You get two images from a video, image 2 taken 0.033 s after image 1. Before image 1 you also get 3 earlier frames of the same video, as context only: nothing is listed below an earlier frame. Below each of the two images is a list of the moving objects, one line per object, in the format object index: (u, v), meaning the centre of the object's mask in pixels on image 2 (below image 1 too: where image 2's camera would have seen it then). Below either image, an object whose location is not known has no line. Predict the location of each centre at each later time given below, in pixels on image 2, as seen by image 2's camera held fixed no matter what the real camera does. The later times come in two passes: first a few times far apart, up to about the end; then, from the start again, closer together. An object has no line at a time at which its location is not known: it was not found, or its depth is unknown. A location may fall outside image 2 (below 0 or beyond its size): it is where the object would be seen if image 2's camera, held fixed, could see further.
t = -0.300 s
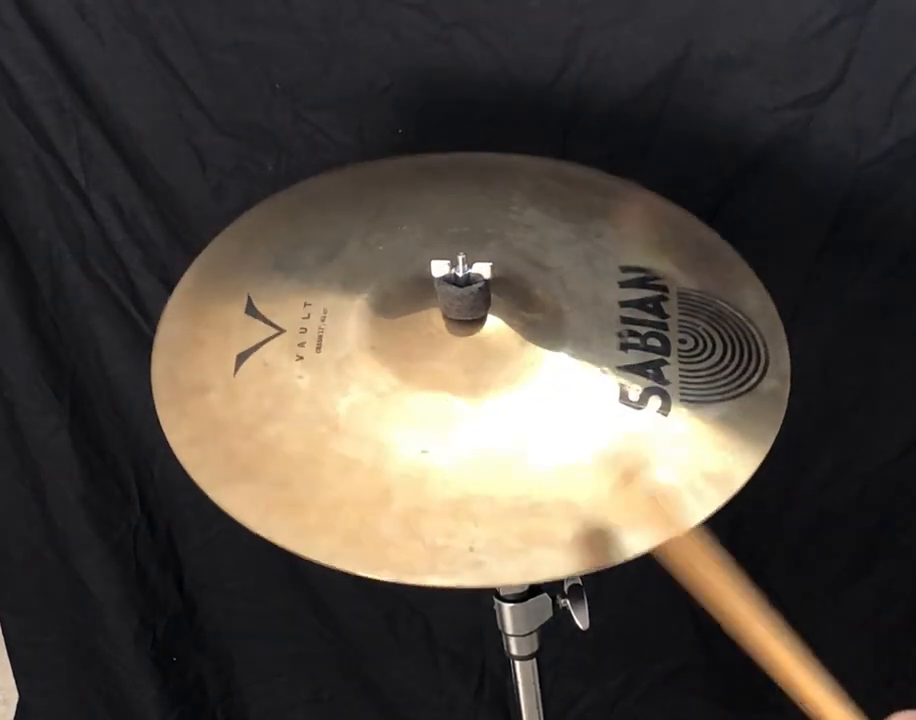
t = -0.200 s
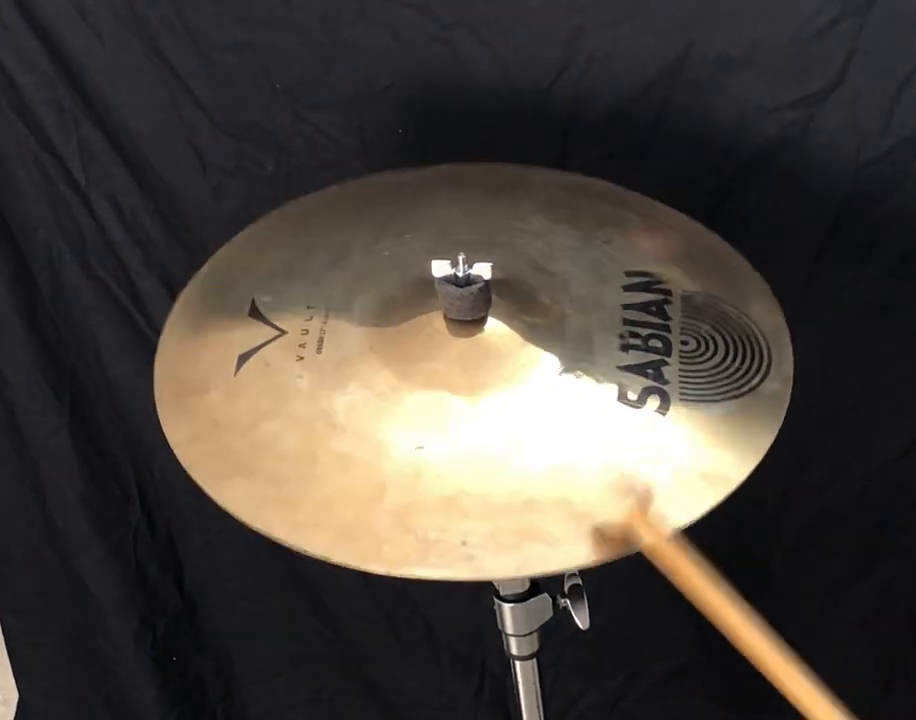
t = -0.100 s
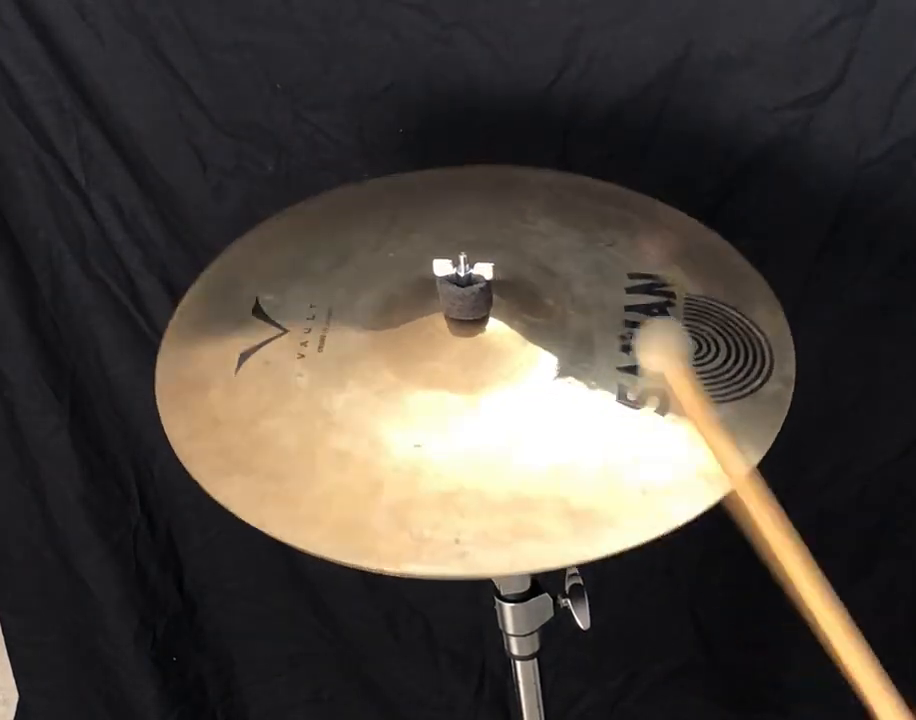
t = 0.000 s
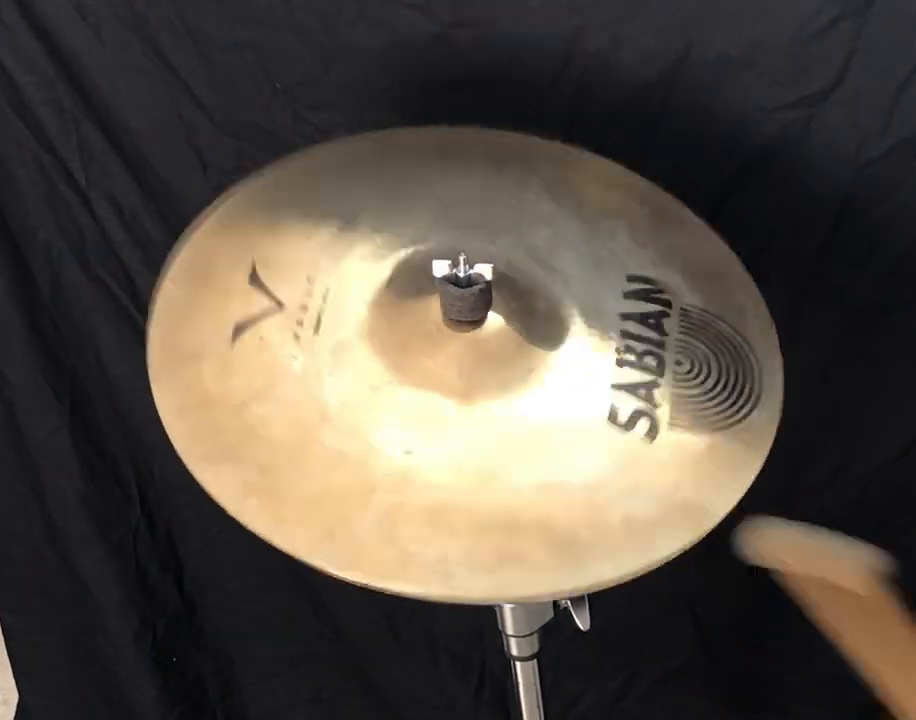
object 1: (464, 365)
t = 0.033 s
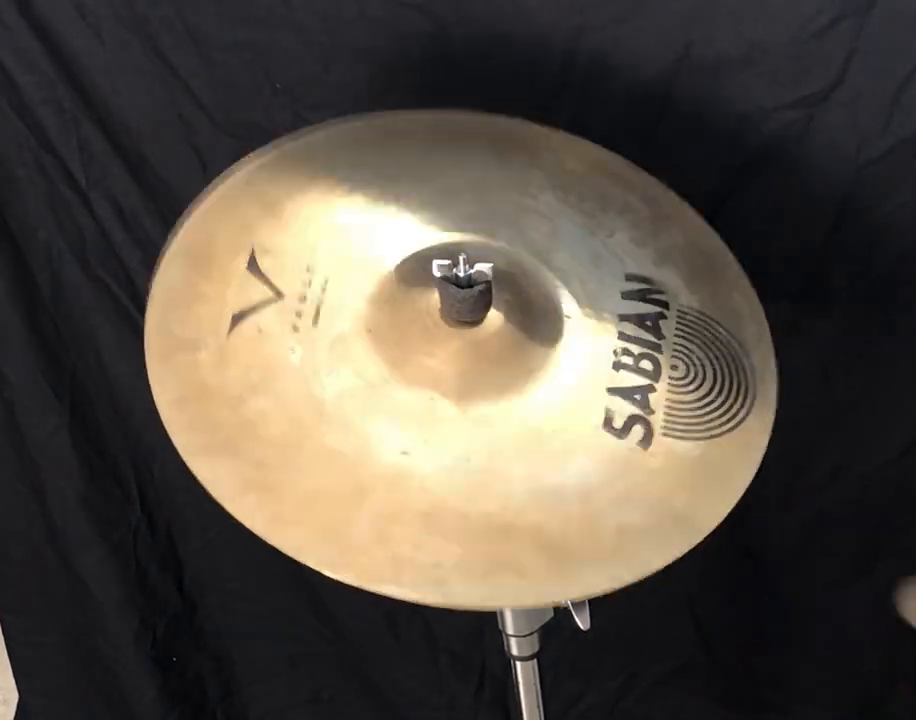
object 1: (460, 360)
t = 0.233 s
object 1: (466, 370)
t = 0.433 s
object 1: (487, 370)
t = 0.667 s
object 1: (475, 376)
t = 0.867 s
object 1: (465, 368)
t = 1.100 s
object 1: (482, 375)
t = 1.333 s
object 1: (477, 375)
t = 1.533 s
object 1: (472, 369)
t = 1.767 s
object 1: (480, 374)
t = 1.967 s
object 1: (479, 374)
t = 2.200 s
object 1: (473, 371)
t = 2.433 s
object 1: (479, 374)
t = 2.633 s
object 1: (476, 374)
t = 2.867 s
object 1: (476, 375)
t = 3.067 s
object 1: (476, 375)
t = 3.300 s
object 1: (476, 374)
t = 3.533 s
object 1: (477, 375)
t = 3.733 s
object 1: (478, 373)
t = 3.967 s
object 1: (478, 374)
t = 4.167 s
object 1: (477, 373)
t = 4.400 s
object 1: (478, 373)
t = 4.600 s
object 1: (478, 373)
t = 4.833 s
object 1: (478, 373)
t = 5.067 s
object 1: (478, 373)
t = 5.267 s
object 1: (478, 373)
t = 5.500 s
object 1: (478, 373)
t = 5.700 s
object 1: (478, 373)
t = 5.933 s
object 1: (478, 373)
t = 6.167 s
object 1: (478, 373)
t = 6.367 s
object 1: (478, 373)
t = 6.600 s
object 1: (478, 373)
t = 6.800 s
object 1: (477, 374)
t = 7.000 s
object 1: (477, 373)
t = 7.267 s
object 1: (478, 373)
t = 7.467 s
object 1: (478, 373)
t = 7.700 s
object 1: (477, 373)
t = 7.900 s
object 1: (478, 373)
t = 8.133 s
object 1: (478, 373)
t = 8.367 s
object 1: (478, 373)
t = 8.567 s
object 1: (478, 373)
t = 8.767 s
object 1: (478, 373)
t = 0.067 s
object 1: (456, 357)
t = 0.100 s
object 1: (455, 356)
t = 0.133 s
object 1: (455, 357)
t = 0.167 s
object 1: (458, 360)
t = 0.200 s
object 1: (461, 365)
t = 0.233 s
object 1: (466, 370)
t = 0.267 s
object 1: (471, 375)
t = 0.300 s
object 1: (476, 377)
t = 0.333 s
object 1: (480, 377)
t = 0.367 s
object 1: (482, 375)
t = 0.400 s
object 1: (485, 372)
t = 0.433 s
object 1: (487, 370)
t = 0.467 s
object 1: (487, 368)
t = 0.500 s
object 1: (485, 368)
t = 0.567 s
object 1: (482, 374)
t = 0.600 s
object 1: (481, 376)
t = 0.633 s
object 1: (478, 377)
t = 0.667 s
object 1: (475, 376)
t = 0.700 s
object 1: (471, 374)
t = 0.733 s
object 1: (469, 371)
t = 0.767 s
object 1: (467, 369)
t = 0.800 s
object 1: (465, 367)
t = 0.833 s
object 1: (464, 366)
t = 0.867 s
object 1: (465, 368)
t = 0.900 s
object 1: (467, 370)
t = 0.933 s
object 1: (469, 373)
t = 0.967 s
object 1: (473, 375)
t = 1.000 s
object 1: (476, 377)
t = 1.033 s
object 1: (478, 377)
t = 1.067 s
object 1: (480, 375)
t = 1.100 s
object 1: (482, 375)
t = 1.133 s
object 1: (483, 374)
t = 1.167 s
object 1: (482, 373)
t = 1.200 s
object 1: (482, 373)
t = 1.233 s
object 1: (481, 373)
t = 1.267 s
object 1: (480, 374)
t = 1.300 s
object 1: (478, 375)
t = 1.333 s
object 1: (477, 375)
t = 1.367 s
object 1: (475, 374)
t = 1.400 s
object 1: (474, 373)
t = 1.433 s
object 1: (473, 371)
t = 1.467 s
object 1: (472, 370)
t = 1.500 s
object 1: (472, 369)
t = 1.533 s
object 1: (472, 369)
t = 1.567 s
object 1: (472, 369)
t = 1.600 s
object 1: (473, 371)
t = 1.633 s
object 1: (473, 374)
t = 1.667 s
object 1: (475, 374)
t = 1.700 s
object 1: (477, 375)
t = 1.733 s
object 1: (479, 375)
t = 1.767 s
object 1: (480, 374)
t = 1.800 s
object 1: (481, 373)
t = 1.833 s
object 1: (481, 373)
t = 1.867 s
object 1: (481, 373)
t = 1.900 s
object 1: (480, 373)
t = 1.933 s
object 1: (480, 374)
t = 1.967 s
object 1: (479, 374)
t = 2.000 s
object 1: (478, 374)
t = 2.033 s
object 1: (476, 373)
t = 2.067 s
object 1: (475, 372)
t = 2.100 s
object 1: (474, 371)
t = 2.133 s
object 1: (473, 370)
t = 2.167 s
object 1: (473, 370)
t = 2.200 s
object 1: (473, 371)
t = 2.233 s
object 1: (474, 373)
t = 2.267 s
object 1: (475, 373)
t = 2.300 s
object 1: (476, 374)
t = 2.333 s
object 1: (477, 374)
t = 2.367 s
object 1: (478, 374)
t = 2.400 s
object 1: (479, 374)
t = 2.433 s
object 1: (479, 374)
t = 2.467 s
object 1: (479, 374)
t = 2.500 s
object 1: (479, 374)
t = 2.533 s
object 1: (478, 374)
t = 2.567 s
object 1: (478, 374)
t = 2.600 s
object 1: (477, 374)
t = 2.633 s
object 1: (476, 374)
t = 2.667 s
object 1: (475, 373)
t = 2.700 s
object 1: (475, 373)
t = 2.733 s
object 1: (474, 373)
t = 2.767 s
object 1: (475, 374)
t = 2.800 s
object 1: (475, 374)
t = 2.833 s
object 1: (476, 375)
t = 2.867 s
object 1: (476, 375)
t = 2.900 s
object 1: (477, 375)
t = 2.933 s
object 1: (477, 375)
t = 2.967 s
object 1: (477, 375)
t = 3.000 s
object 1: (477, 375)
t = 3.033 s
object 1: (476, 375)
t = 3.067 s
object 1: (476, 375)
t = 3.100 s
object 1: (476, 375)
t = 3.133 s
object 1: (476, 374)
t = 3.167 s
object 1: (476, 374)
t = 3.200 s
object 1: (476, 374)
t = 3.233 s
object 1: (475, 374)
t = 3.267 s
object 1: (476, 374)
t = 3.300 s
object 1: (476, 374)
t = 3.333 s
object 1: (477, 374)
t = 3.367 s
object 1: (477, 374)
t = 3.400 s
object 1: (477, 375)
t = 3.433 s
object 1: (477, 375)
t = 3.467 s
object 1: (477, 375)
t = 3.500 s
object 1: (477, 375)
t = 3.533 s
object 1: (477, 375)
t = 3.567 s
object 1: (477, 374)
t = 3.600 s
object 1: (477, 374)
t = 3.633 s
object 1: (478, 374)
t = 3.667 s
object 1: (478, 373)
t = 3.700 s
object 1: (478, 373)
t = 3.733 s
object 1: (478, 373)
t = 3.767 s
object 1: (477, 373)
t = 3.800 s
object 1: (477, 373)
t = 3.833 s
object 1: (478, 374)
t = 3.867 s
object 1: (478, 374)
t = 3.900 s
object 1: (478, 374)
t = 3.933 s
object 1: (478, 374)
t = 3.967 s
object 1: (478, 374)
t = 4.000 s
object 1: (478, 373)
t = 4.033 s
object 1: (478, 373)
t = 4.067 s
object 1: (478, 373)
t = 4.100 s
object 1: (478, 373)
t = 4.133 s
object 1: (478, 373)
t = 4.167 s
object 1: (477, 373)
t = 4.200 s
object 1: (478, 373)
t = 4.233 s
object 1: (478, 373)
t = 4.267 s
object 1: (478, 373)
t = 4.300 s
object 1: (478, 373)
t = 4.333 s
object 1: (478, 373)
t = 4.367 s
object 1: (478, 373)
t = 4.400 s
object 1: (478, 373)
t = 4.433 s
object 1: (478, 373)
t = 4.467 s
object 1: (478, 373)
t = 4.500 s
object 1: (478, 373)
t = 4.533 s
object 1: (478, 373)
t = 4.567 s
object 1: (478, 373)
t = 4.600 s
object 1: (478, 373)
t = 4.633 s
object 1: (478, 373)
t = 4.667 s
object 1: (478, 373)
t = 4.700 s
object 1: (478, 373)
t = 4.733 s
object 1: (478, 373)
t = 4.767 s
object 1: (478, 373)
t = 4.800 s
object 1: (478, 373)
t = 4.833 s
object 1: (478, 373)
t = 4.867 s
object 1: (478, 373)
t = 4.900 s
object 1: (478, 373)
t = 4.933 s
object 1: (478, 373)
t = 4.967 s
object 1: (478, 373)
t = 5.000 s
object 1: (478, 373)
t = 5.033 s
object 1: (478, 373)
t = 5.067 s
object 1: (478, 373)
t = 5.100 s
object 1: (478, 373)
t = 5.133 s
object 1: (478, 373)
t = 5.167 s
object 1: (478, 373)
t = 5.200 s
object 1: (478, 373)
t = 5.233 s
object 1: (478, 373)
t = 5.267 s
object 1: (478, 373)
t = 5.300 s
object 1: (478, 373)
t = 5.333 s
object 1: (478, 373)
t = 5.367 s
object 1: (478, 373)
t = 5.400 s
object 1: (478, 373)
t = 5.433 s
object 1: (478, 373)
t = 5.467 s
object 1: (478, 373)
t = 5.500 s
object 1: (478, 373)
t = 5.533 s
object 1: (478, 373)
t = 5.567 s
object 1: (478, 373)
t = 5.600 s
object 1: (478, 373)
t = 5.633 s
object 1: (478, 373)
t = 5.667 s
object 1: (478, 373)
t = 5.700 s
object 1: (478, 373)
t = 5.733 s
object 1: (478, 373)
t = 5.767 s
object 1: (478, 373)
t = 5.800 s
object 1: (478, 373)
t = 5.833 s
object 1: (478, 373)
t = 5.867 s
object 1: (478, 373)
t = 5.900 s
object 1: (478, 373)
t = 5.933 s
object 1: (478, 373)
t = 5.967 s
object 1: (478, 373)
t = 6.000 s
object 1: (478, 373)
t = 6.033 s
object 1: (478, 373)
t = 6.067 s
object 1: (478, 373)
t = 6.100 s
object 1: (477, 373)
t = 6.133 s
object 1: (477, 373)
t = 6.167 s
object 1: (478, 373)
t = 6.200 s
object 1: (478, 373)
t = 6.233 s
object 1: (478, 373)
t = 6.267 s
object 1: (478, 373)
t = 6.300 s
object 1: (478, 373)
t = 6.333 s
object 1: (478, 373)
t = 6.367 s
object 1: (478, 373)
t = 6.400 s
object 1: (478, 373)
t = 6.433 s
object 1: (478, 373)
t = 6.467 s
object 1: (478, 373)
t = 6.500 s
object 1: (478, 373)
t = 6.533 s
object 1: (477, 373)
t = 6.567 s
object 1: (478, 373)
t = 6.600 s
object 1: (478, 373)
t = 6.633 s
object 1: (478, 373)
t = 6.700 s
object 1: (478, 373)
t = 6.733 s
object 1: (478, 373)
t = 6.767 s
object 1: (477, 374)
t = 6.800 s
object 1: (477, 374)
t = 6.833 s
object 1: (477, 373)
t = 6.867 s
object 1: (478, 373)
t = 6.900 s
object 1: (478, 373)
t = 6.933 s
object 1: (478, 373)
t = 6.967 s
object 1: (478, 373)
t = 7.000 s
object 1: (477, 373)
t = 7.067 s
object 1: (477, 374)
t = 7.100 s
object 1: (477, 374)
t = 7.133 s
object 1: (477, 373)
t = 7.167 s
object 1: (477, 373)
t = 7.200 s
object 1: (477, 373)
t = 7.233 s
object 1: (477, 373)
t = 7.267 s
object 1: (478, 373)
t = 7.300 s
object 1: (477, 373)
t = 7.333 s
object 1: (477, 373)
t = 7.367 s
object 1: (478, 373)
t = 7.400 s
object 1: (478, 373)
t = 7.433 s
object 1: (478, 373)
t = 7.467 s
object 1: (478, 373)
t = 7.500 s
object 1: (478, 373)
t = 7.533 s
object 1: (478, 373)
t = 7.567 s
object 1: (477, 373)
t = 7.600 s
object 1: (478, 373)
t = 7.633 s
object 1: (477, 373)
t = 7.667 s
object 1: (477, 373)
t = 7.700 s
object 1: (477, 373)
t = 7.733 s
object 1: (477, 373)
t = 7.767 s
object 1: (477, 373)
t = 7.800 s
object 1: (477, 373)
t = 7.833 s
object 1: (477, 373)
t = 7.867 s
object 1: (478, 373)
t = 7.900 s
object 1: (478, 373)
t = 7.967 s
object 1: (478, 373)
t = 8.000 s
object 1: (478, 373)
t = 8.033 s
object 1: (478, 373)
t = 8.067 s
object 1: (478, 373)
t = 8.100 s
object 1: (477, 373)
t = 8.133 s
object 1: (478, 373)
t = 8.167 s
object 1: (477, 373)
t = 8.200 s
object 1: (477, 373)
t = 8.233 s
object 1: (477, 373)
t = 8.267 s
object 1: (477, 373)
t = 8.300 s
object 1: (477, 373)
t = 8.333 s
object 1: (477, 373)
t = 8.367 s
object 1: (478, 373)
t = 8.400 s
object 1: (478, 373)
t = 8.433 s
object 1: (478, 373)
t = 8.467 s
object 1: (478, 373)
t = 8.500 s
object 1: (478, 373)
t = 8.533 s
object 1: (478, 373)
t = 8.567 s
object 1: (478, 373)
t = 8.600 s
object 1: (478, 373)
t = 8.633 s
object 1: (478, 373)
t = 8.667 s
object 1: (478, 373)
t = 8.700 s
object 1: (478, 373)
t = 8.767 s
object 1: (478, 373)
